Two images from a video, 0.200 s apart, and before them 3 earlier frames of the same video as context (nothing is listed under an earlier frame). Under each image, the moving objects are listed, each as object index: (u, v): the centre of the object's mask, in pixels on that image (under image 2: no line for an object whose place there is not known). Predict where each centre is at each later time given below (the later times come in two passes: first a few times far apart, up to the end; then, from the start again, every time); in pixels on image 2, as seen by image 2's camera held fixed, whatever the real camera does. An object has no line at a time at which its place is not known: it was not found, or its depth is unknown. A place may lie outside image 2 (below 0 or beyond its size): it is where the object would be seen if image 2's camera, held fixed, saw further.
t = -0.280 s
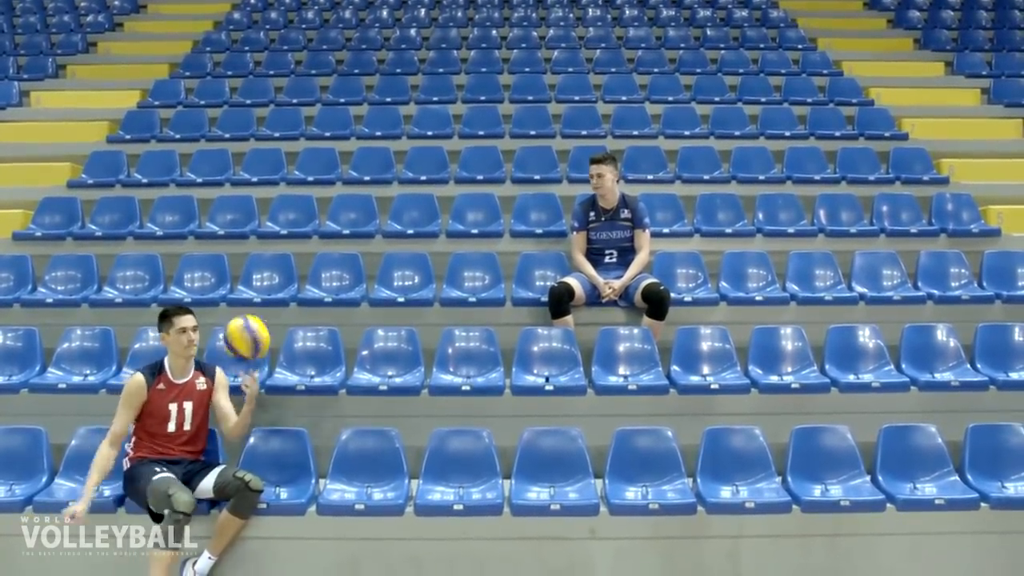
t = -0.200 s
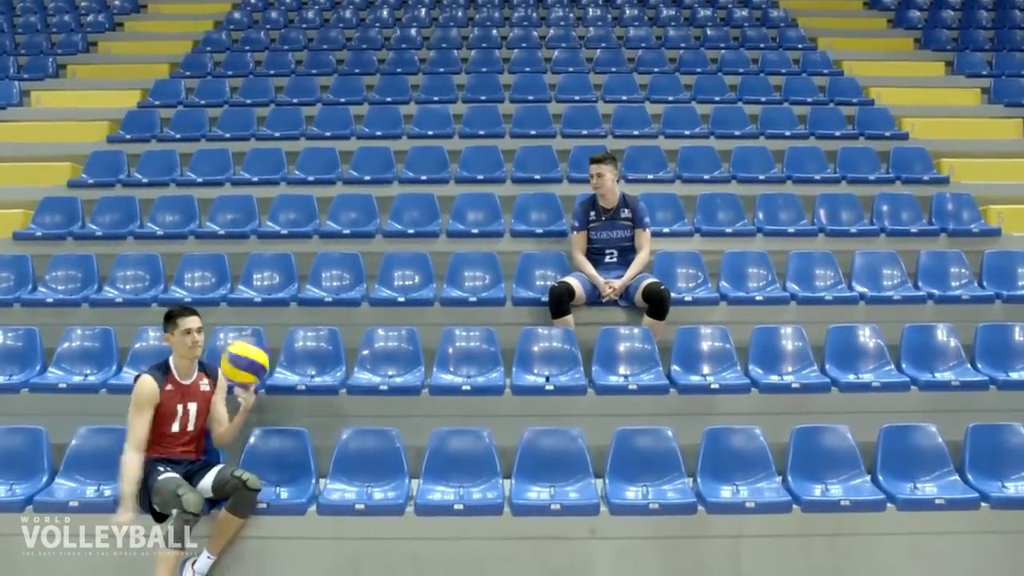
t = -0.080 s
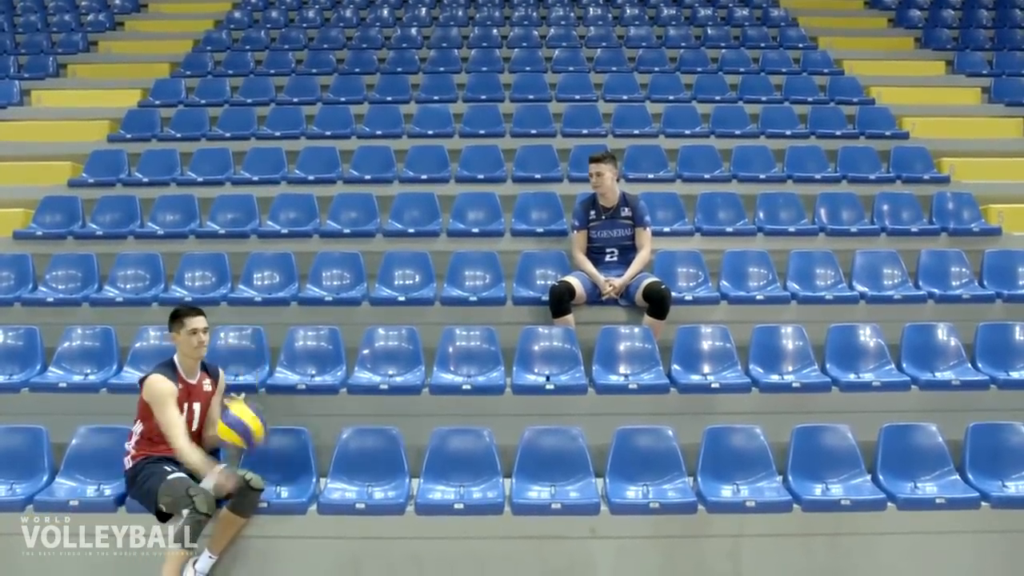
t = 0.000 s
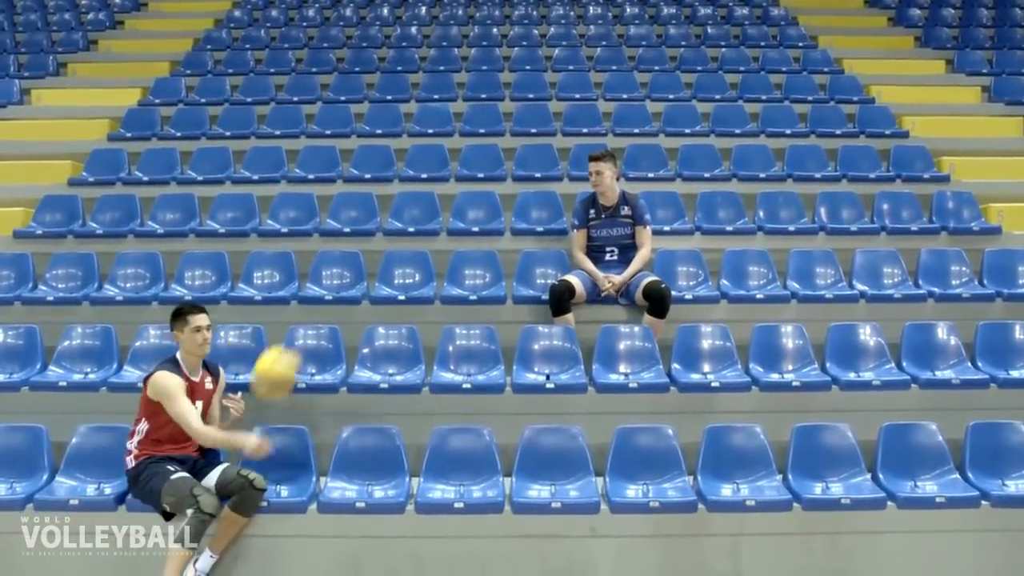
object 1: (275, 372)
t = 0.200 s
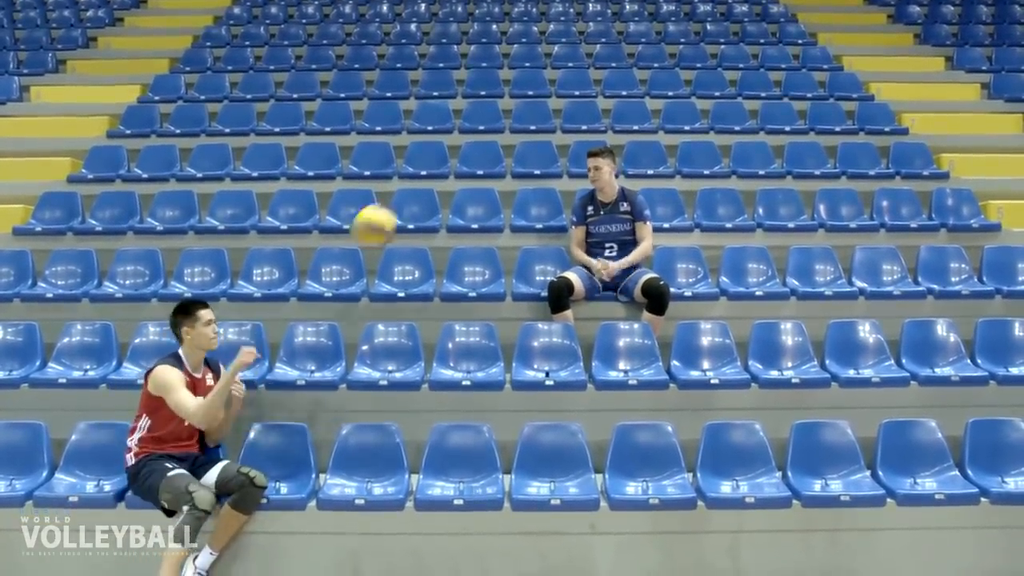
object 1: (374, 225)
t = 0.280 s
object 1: (410, 196)
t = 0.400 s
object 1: (454, 178)
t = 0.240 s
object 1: (392, 209)
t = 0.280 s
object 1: (410, 196)
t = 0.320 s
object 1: (426, 187)
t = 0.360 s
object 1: (440, 181)
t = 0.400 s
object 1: (454, 178)
